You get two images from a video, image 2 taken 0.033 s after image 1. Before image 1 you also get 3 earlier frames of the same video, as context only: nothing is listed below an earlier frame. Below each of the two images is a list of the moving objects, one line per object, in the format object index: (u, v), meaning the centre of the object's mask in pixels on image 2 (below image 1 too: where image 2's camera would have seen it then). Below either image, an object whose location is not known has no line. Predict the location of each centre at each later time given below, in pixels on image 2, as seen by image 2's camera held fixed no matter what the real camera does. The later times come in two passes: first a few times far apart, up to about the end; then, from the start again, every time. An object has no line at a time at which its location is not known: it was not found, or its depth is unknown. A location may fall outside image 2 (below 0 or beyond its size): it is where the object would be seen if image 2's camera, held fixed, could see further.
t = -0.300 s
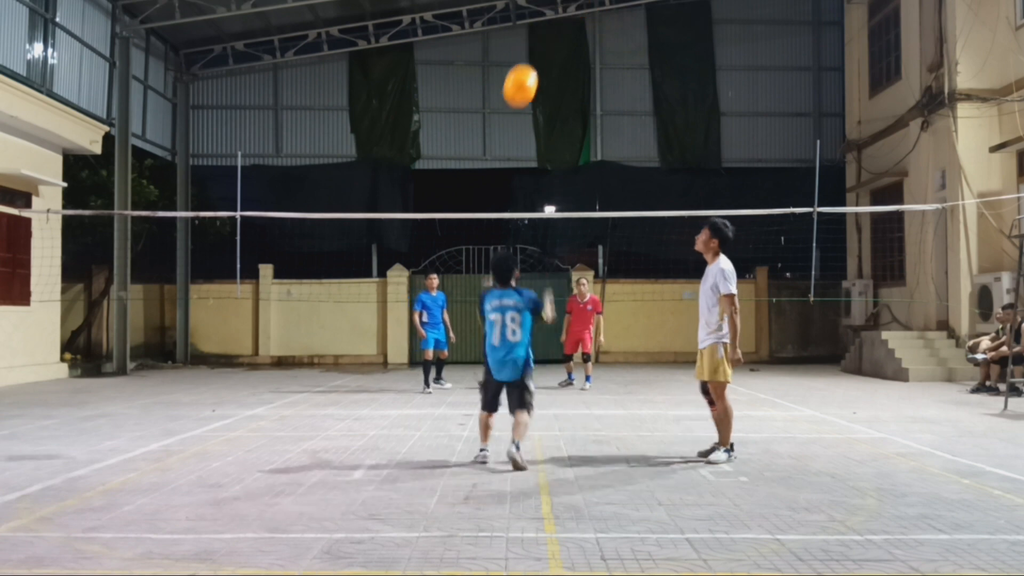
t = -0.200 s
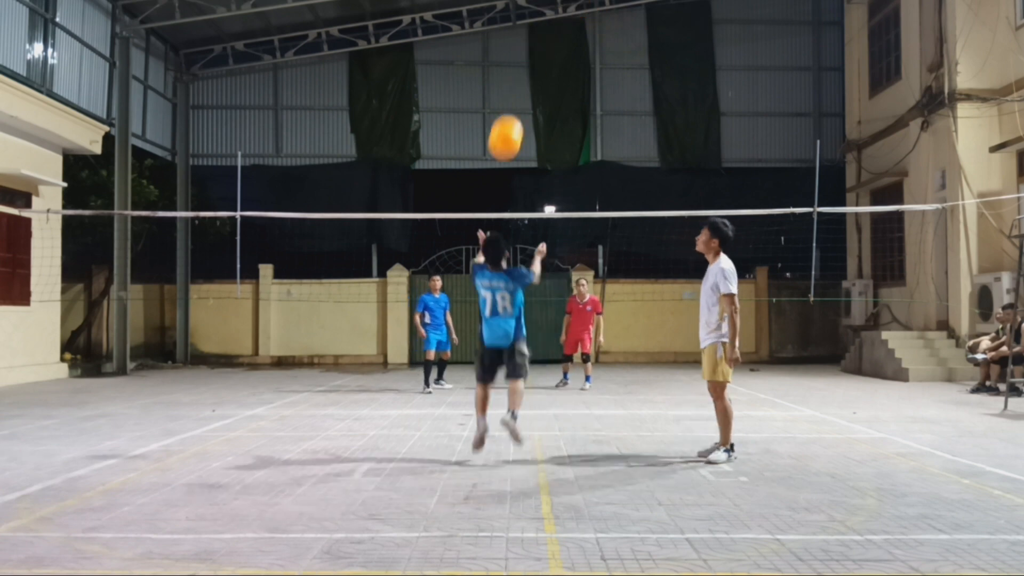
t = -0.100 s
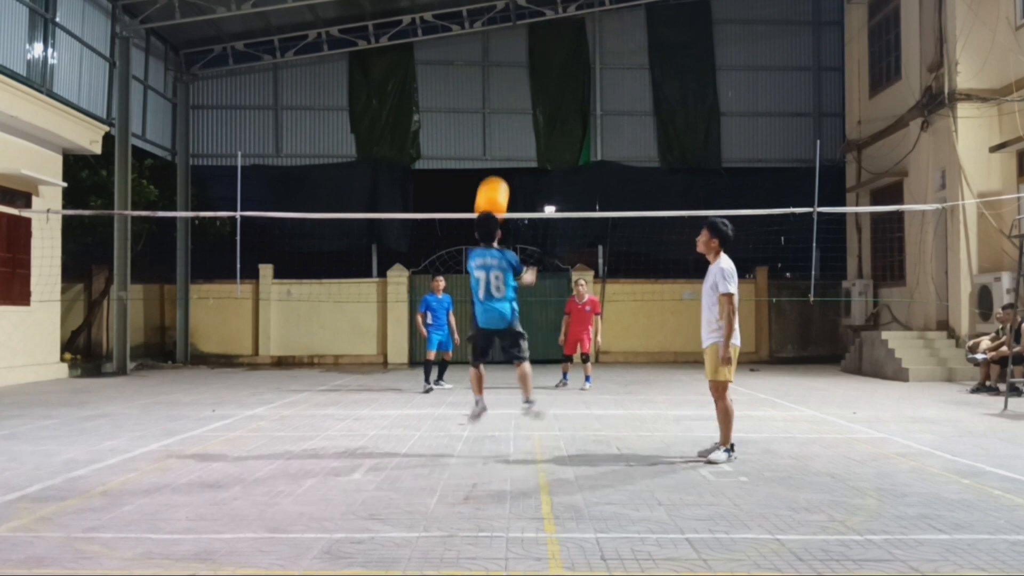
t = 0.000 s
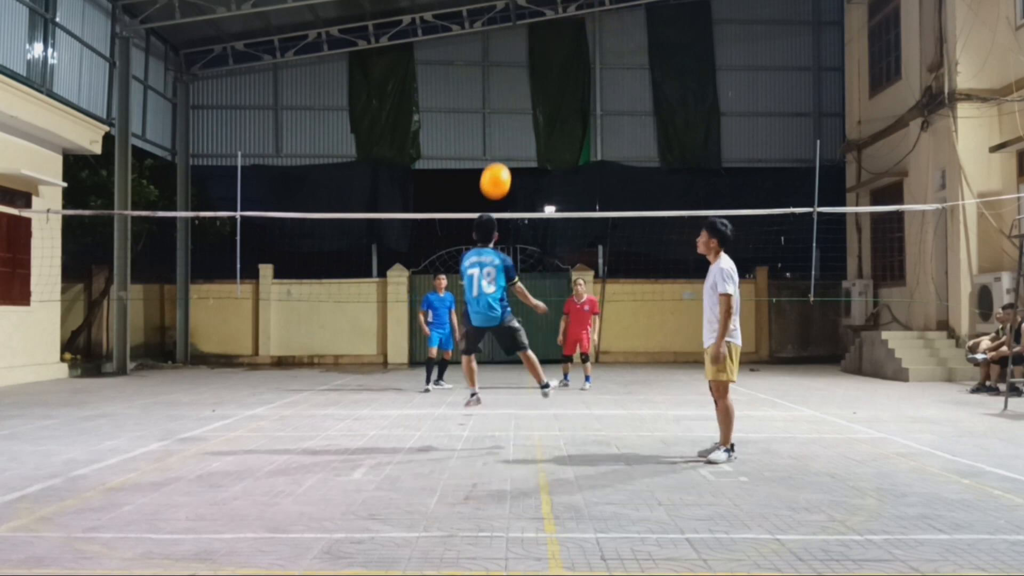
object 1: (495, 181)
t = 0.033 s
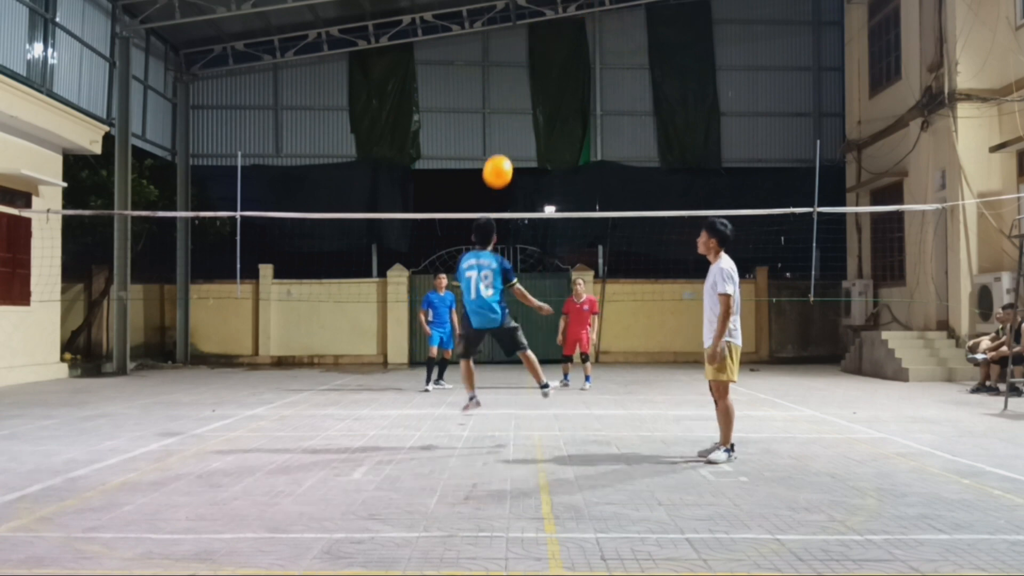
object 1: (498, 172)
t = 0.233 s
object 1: (507, 144)
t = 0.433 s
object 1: (513, 154)
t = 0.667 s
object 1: (519, 202)
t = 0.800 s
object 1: (523, 242)
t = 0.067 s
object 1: (500, 164)
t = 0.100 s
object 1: (502, 157)
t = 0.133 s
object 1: (503, 153)
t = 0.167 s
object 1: (505, 149)
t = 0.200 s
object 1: (506, 146)
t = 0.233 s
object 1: (507, 144)
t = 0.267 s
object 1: (508, 143)
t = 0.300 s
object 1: (509, 143)
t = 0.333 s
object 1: (510, 144)
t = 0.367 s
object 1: (511, 147)
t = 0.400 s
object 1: (512, 150)
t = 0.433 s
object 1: (513, 154)
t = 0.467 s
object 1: (514, 159)
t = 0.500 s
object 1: (515, 165)
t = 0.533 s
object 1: (516, 171)
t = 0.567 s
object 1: (517, 178)
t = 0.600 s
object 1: (517, 185)
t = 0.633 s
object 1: (518, 193)
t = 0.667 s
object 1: (519, 202)
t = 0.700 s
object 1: (520, 211)
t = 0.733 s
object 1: (521, 223)
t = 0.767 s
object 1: (522, 232)
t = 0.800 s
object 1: (523, 242)
